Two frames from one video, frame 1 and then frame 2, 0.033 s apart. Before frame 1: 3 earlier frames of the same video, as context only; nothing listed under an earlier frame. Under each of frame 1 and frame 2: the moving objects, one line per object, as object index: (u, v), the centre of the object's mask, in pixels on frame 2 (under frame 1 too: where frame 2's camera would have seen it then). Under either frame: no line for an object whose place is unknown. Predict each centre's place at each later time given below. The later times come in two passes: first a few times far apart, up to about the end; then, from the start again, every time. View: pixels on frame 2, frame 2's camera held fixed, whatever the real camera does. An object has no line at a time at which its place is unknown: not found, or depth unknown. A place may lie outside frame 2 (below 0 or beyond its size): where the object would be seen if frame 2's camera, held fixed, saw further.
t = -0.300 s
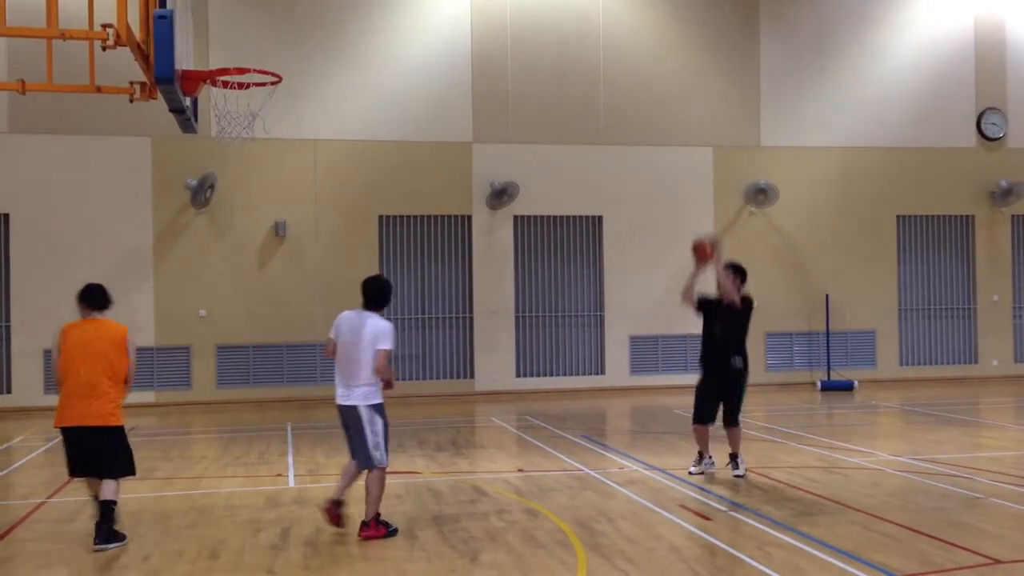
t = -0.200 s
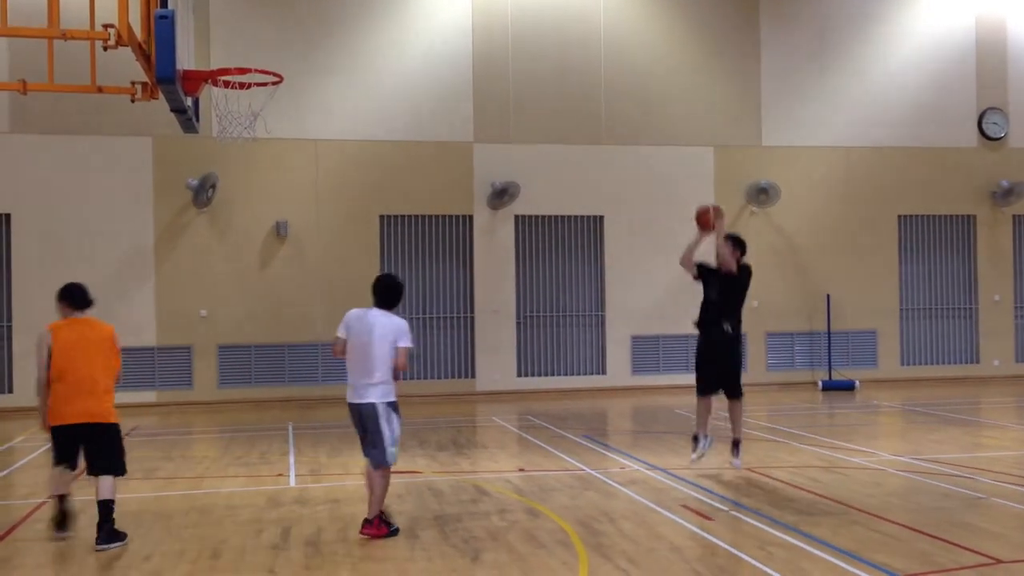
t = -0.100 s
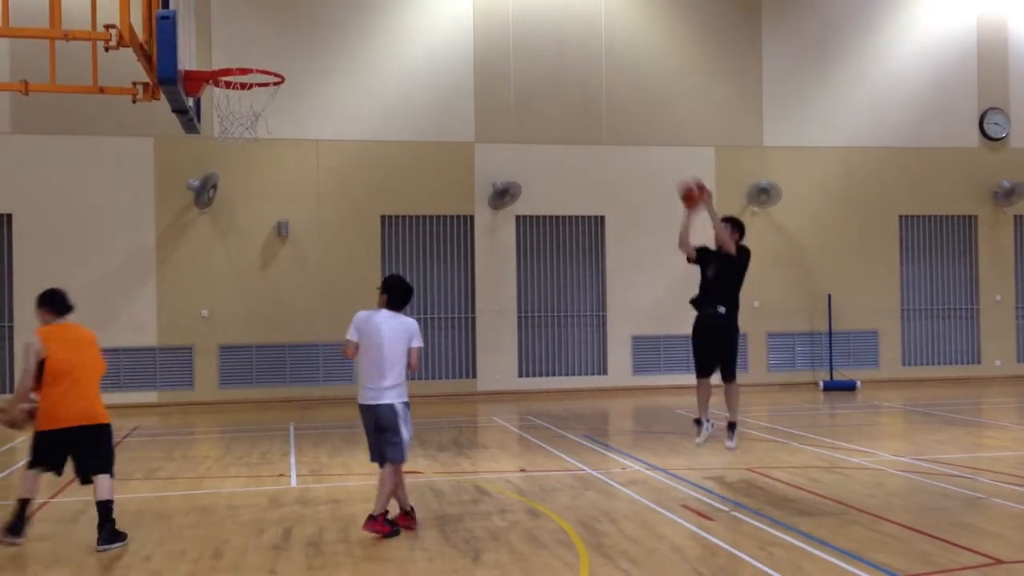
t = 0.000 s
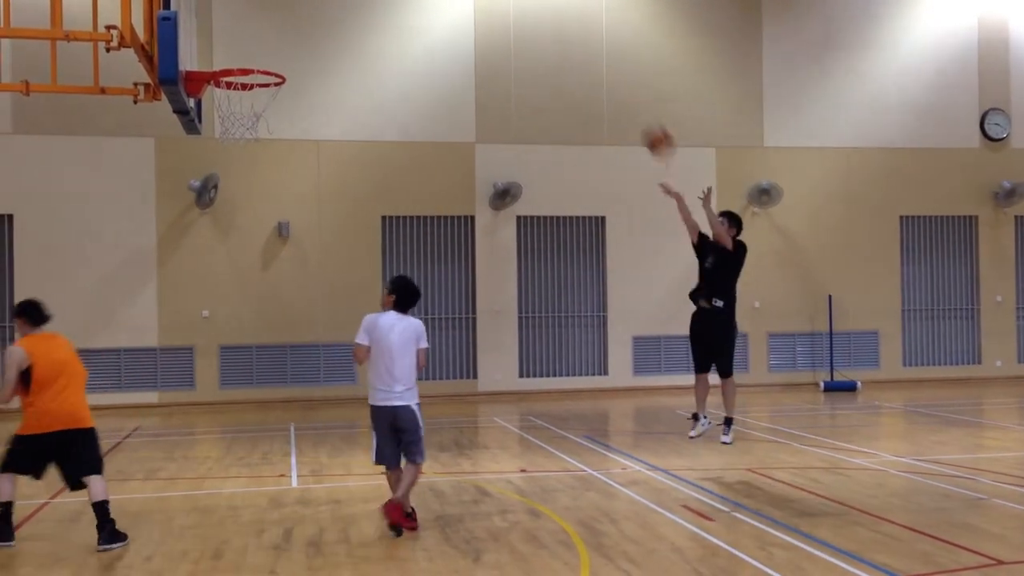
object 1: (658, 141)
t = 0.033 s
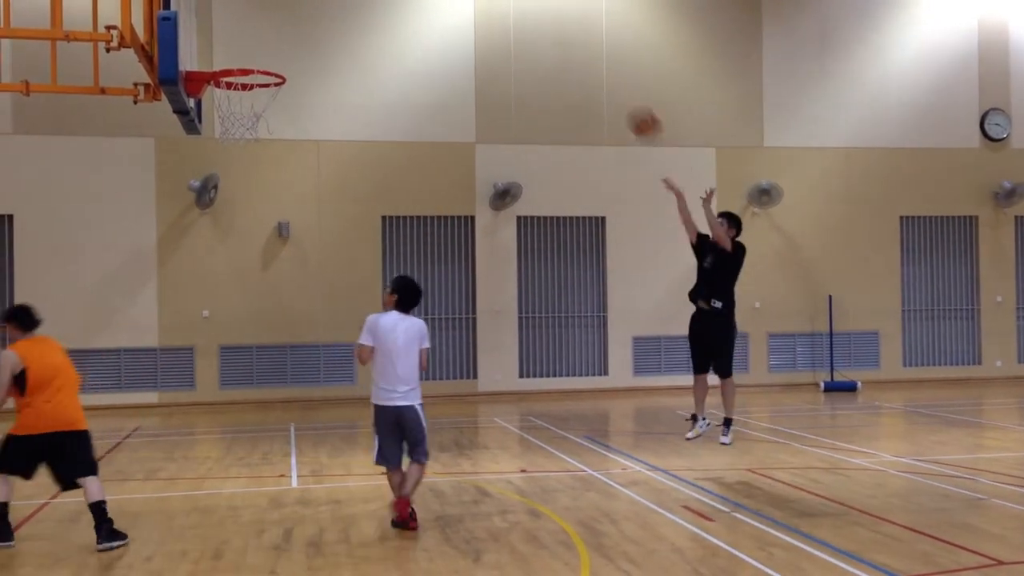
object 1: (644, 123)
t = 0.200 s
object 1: (574, 55)
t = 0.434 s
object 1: (468, 8)
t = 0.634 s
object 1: (363, 15)
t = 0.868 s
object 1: (246, 54)
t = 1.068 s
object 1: (212, 23)
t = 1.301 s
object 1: (246, 26)
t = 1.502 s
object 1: (256, 48)
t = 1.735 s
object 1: (239, 77)
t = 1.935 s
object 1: (259, 102)
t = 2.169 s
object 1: (270, 101)
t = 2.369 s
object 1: (251, 124)
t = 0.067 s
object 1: (631, 108)
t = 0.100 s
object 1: (617, 94)
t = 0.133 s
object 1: (603, 80)
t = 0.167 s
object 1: (590, 68)
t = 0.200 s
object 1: (574, 55)
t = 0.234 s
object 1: (560, 45)
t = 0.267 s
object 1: (544, 35)
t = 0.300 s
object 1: (530, 26)
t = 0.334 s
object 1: (515, 19)
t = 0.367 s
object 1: (498, 13)
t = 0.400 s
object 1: (484, 10)
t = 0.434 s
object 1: (468, 8)
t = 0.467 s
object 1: (450, 7)
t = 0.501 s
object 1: (433, 7)
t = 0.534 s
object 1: (417, 7)
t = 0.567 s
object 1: (399, 8)
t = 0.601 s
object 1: (382, 10)
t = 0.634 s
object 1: (363, 15)
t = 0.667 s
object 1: (345, 23)
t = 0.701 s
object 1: (327, 32)
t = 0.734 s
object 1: (309, 44)
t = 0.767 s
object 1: (290, 56)
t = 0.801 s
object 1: (274, 59)
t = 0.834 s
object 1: (259, 56)
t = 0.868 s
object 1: (246, 54)
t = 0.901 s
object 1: (232, 53)
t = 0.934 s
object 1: (217, 54)
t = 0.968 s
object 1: (209, 45)
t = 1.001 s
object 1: (203, 37)
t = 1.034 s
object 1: (208, 29)
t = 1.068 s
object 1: (212, 23)
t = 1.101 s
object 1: (217, 19)
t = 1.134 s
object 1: (222, 16)
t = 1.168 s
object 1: (227, 15)
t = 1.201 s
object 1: (233, 15)
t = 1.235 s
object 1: (237, 17)
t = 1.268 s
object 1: (242, 21)
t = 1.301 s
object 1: (246, 26)
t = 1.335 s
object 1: (252, 34)
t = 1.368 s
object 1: (257, 43)
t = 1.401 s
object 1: (262, 53)
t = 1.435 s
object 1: (261, 53)
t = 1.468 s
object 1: (259, 50)
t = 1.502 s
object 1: (256, 48)
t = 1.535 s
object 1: (253, 48)
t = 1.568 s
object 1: (250, 49)
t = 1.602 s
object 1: (248, 51)
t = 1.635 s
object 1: (245, 55)
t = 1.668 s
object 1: (243, 59)
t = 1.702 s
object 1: (239, 72)
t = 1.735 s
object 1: (239, 77)
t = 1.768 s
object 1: (242, 79)
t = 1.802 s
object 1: (244, 83)
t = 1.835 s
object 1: (248, 89)
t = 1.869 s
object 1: (250, 94)
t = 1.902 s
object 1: (255, 103)
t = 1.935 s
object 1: (259, 102)
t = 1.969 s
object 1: (264, 100)
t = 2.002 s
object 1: (267, 97)
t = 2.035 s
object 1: (270, 96)
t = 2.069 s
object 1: (272, 96)
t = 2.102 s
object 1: (271, 97)
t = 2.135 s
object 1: (271, 99)
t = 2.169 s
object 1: (270, 101)
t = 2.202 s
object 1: (267, 105)
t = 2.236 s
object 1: (265, 108)
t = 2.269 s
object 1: (262, 111)
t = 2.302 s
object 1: (259, 115)
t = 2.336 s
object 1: (255, 119)
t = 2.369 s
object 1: (251, 124)
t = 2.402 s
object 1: (246, 129)
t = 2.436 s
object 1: (241, 135)
